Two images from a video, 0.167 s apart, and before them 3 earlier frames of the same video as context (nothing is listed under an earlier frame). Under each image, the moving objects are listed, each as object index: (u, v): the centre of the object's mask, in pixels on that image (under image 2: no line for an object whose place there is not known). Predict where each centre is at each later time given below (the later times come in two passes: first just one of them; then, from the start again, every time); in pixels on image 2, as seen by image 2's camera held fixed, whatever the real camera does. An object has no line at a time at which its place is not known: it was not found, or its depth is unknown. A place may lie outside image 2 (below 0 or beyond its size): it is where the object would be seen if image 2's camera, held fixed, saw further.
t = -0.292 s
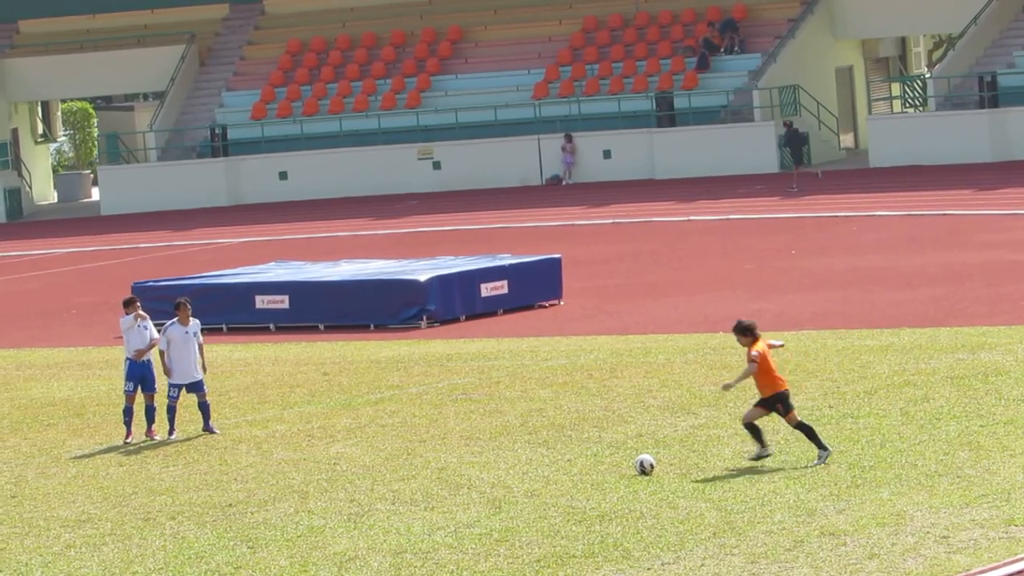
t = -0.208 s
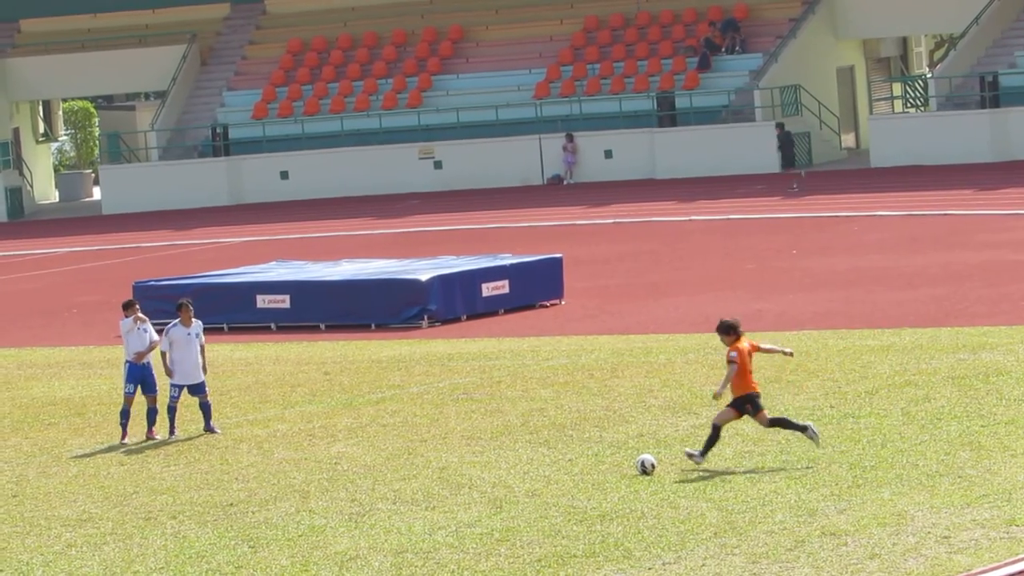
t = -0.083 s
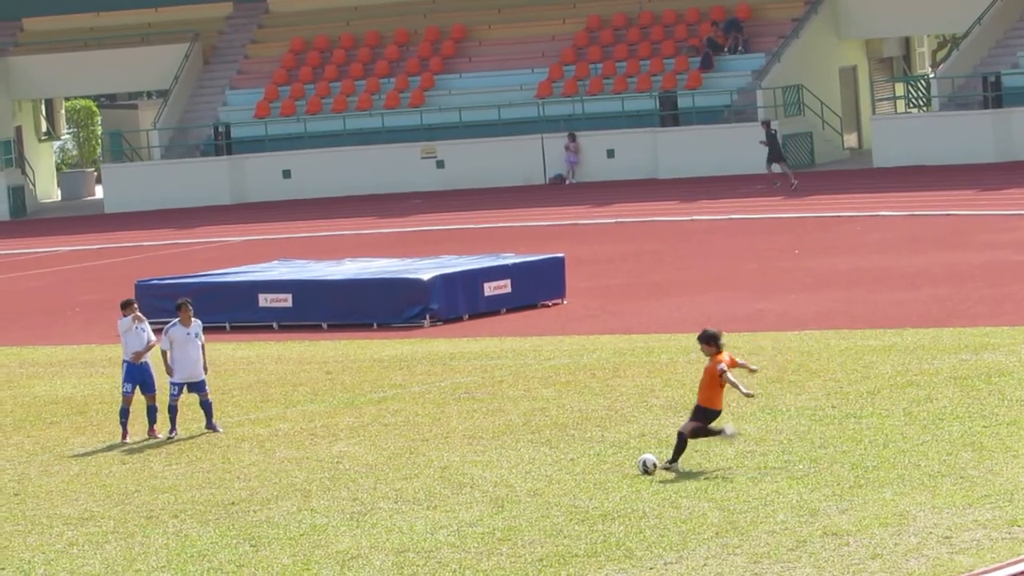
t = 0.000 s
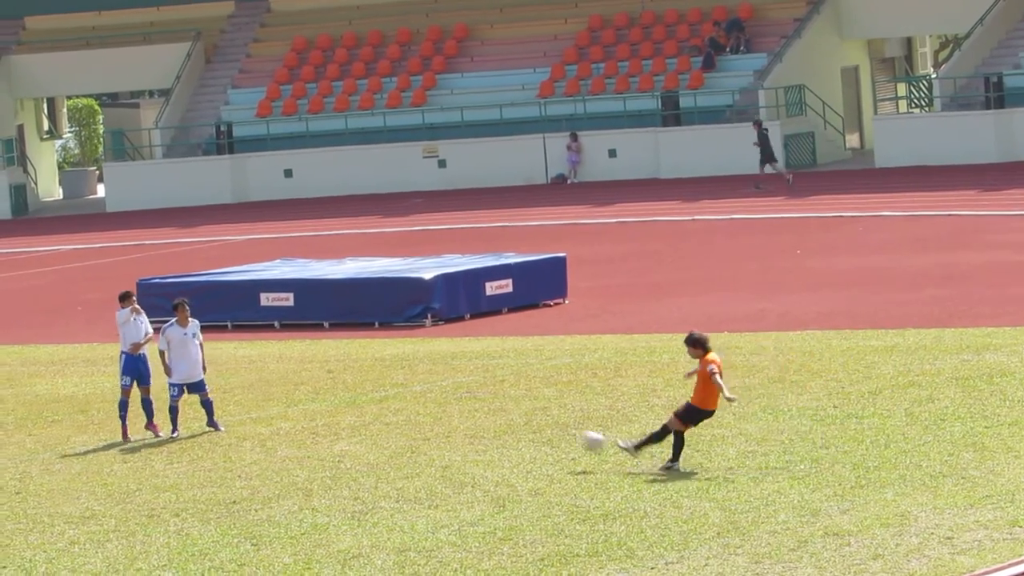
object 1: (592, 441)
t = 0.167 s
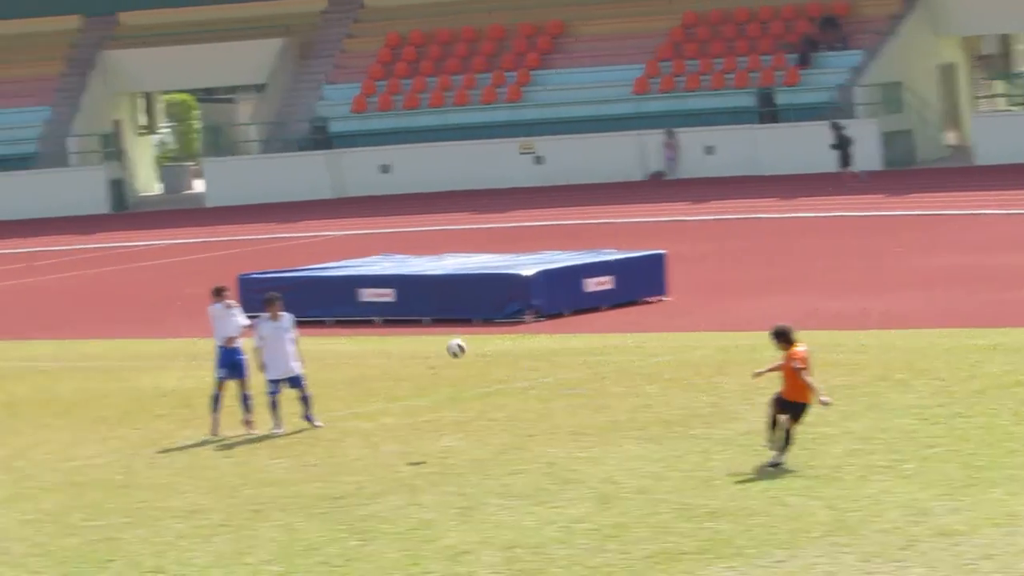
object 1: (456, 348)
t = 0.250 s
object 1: (358, 313)
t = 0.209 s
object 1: (406, 329)
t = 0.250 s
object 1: (358, 313)
